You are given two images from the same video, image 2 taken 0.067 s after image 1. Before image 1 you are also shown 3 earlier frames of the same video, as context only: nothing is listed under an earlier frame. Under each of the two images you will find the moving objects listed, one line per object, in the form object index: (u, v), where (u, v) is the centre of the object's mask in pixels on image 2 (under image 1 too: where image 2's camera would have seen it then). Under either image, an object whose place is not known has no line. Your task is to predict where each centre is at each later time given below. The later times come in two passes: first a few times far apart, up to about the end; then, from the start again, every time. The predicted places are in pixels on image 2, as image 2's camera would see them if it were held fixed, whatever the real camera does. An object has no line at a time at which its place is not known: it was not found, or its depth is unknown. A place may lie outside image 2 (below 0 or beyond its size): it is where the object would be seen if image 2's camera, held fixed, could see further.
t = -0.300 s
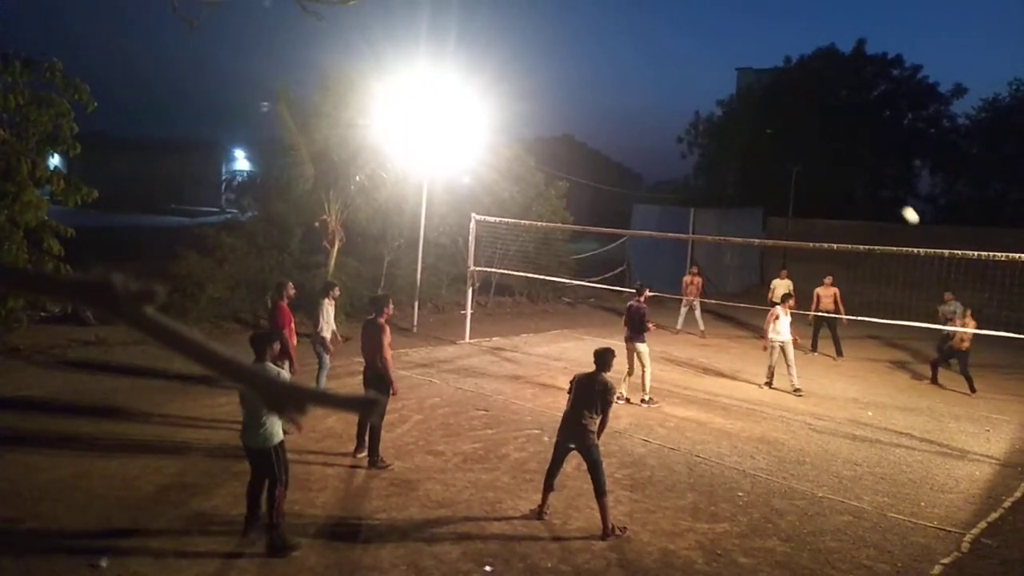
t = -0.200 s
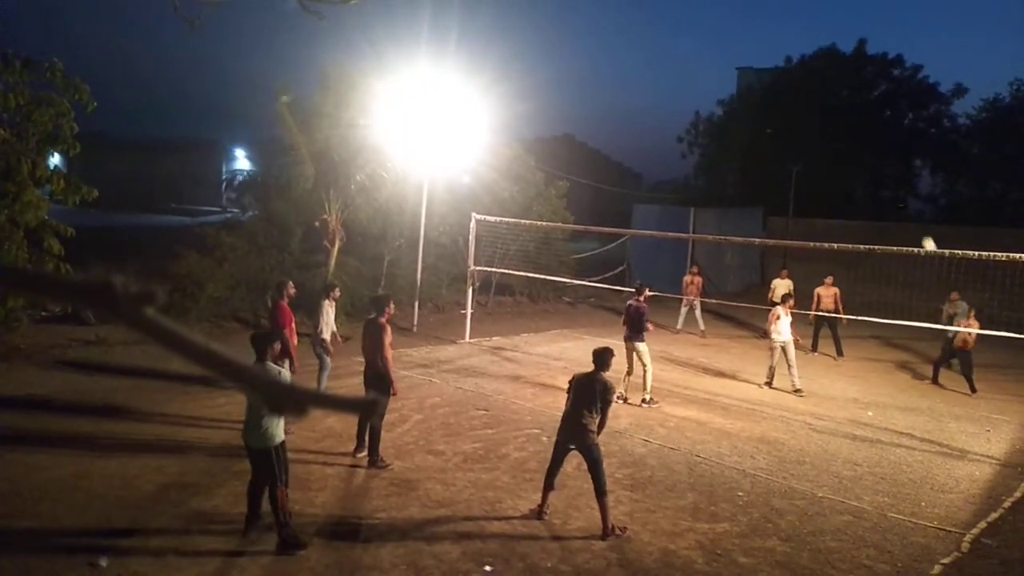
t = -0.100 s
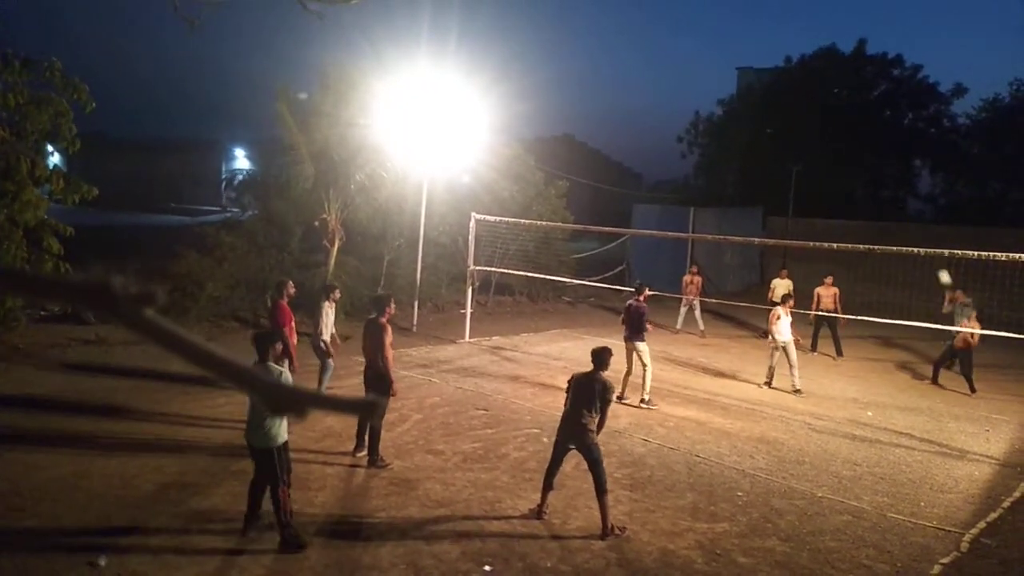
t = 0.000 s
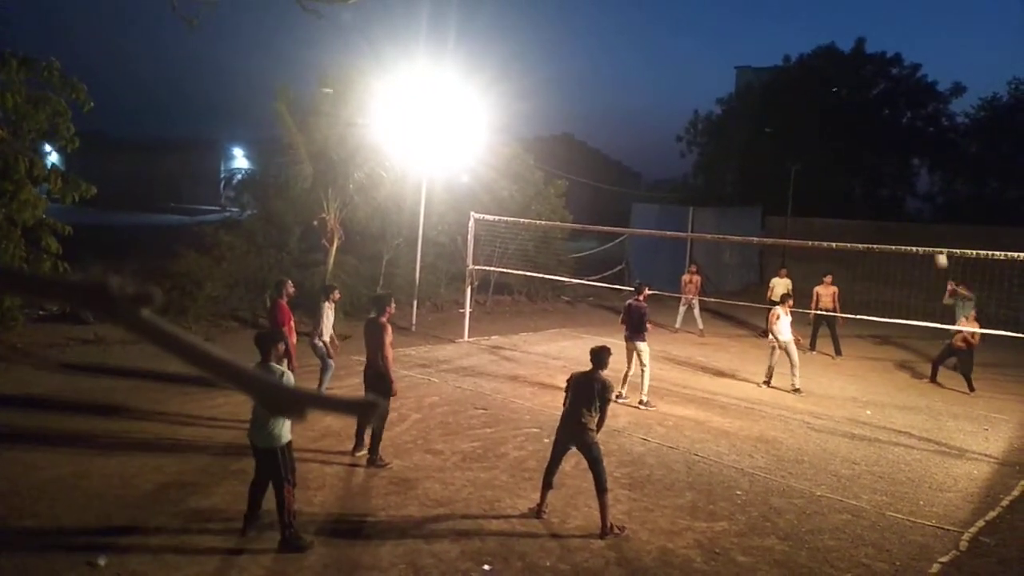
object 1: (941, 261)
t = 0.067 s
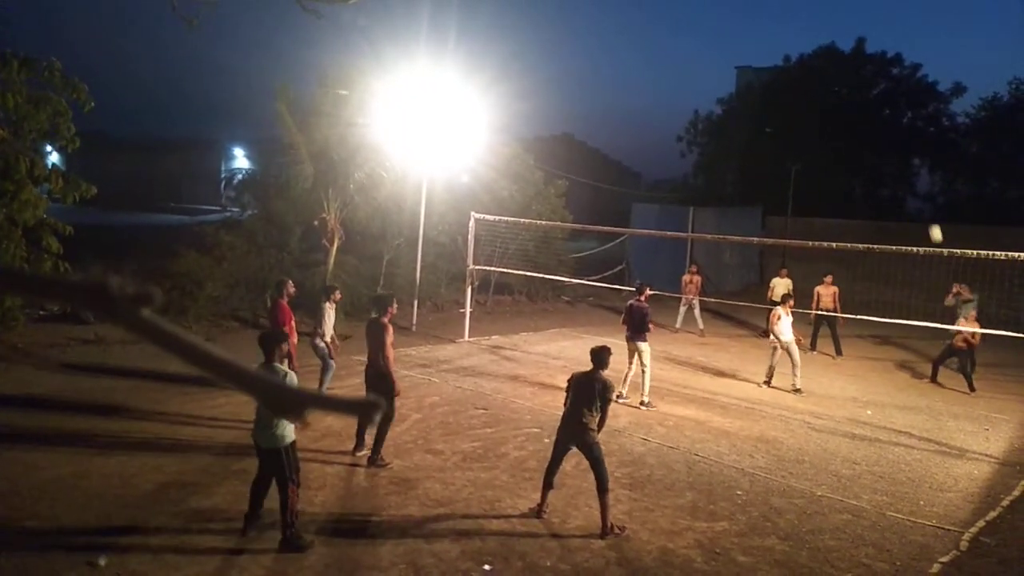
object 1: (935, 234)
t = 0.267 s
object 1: (911, 165)
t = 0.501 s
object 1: (876, 104)
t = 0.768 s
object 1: (824, 67)
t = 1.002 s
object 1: (764, 80)
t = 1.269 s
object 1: (674, 171)
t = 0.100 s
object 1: (932, 221)
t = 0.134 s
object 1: (928, 210)
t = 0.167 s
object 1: (924, 198)
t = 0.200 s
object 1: (920, 187)
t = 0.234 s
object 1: (916, 176)
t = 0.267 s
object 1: (911, 165)
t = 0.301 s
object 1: (906, 155)
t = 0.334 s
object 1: (902, 146)
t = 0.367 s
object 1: (897, 137)
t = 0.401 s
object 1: (892, 128)
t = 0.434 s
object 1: (887, 119)
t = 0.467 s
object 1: (882, 111)
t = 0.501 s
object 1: (876, 104)
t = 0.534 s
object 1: (871, 97)
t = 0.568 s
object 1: (865, 90)
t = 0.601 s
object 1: (859, 85)
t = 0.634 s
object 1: (853, 79)
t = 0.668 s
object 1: (845, 75)
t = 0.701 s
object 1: (838, 72)
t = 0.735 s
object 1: (831, 69)
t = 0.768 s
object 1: (824, 67)
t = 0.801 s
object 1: (816, 66)
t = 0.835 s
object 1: (808, 66)
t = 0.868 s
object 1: (800, 67)
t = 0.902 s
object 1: (792, 68)
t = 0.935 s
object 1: (783, 71)
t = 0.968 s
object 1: (773, 75)
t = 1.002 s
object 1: (764, 80)
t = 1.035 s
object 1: (754, 86)
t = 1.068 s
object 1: (744, 94)
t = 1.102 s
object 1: (733, 104)
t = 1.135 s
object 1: (723, 113)
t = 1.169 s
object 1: (712, 124)
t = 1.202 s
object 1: (699, 140)
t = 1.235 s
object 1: (688, 153)
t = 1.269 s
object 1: (674, 171)
